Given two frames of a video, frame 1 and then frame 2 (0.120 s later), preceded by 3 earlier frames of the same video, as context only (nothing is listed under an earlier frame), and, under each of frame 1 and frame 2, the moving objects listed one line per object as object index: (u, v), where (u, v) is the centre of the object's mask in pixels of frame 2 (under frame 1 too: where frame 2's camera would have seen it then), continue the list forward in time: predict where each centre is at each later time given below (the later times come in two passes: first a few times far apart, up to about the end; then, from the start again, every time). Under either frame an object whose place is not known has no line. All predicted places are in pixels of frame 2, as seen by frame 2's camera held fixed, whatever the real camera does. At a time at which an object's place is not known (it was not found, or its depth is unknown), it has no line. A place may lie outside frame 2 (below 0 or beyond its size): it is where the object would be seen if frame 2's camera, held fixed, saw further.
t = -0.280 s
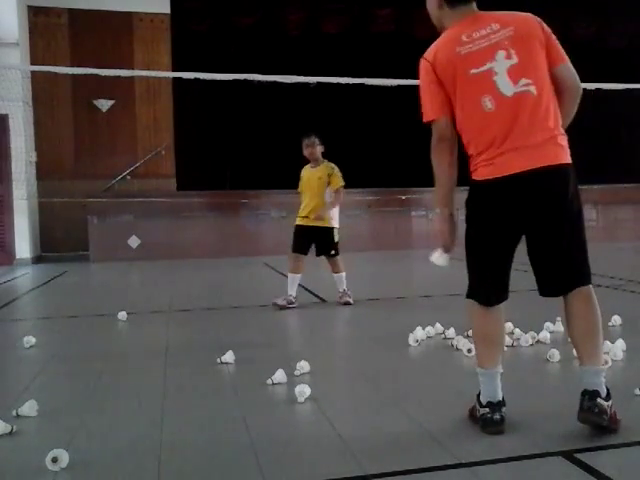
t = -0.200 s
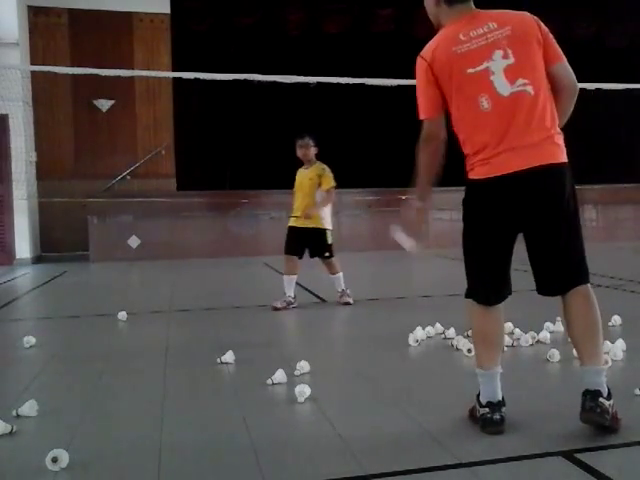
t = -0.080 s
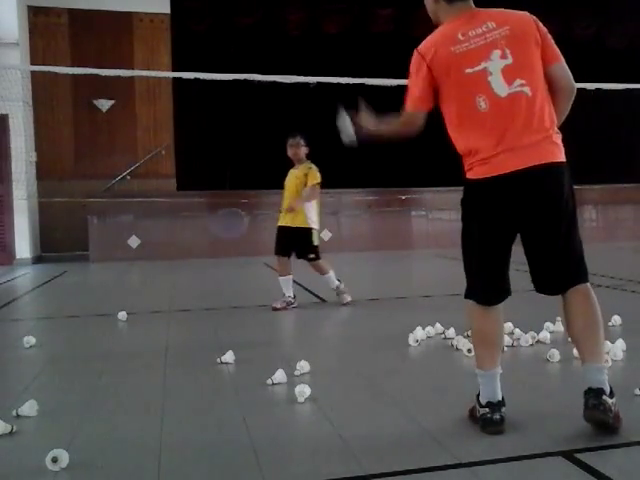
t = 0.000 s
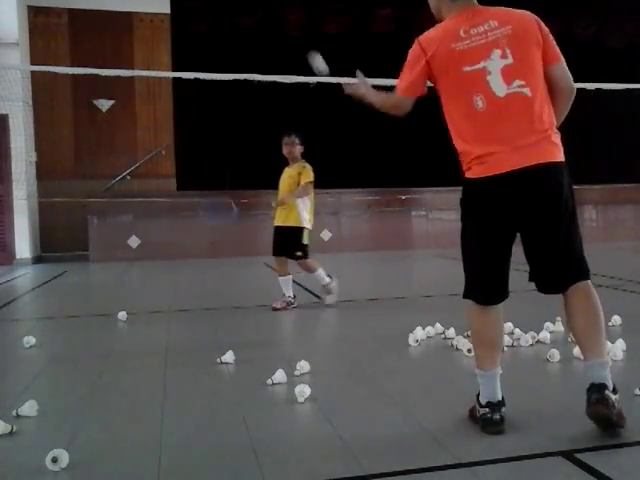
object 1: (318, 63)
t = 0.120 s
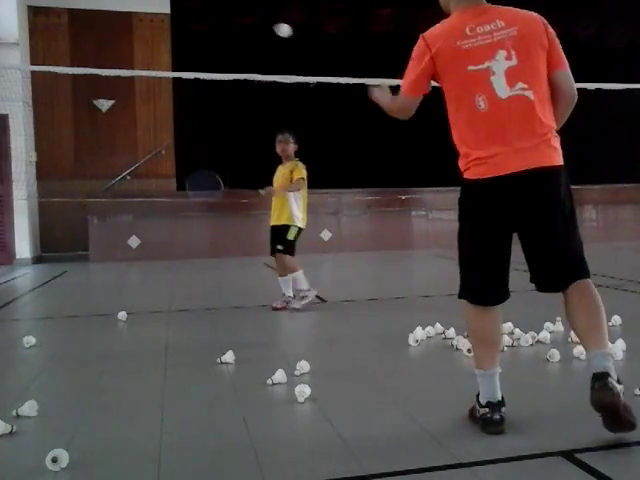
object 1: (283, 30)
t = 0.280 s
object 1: (247, 32)
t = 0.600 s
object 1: (198, 135)
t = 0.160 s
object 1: (273, 27)
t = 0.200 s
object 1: (263, 27)
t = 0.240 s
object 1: (255, 28)
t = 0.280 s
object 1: (247, 32)
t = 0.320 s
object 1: (239, 37)
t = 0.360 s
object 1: (231, 44)
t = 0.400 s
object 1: (223, 53)
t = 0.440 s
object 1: (217, 65)
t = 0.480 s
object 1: (210, 84)
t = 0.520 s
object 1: (206, 97)
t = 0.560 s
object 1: (202, 115)
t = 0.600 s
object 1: (198, 135)
